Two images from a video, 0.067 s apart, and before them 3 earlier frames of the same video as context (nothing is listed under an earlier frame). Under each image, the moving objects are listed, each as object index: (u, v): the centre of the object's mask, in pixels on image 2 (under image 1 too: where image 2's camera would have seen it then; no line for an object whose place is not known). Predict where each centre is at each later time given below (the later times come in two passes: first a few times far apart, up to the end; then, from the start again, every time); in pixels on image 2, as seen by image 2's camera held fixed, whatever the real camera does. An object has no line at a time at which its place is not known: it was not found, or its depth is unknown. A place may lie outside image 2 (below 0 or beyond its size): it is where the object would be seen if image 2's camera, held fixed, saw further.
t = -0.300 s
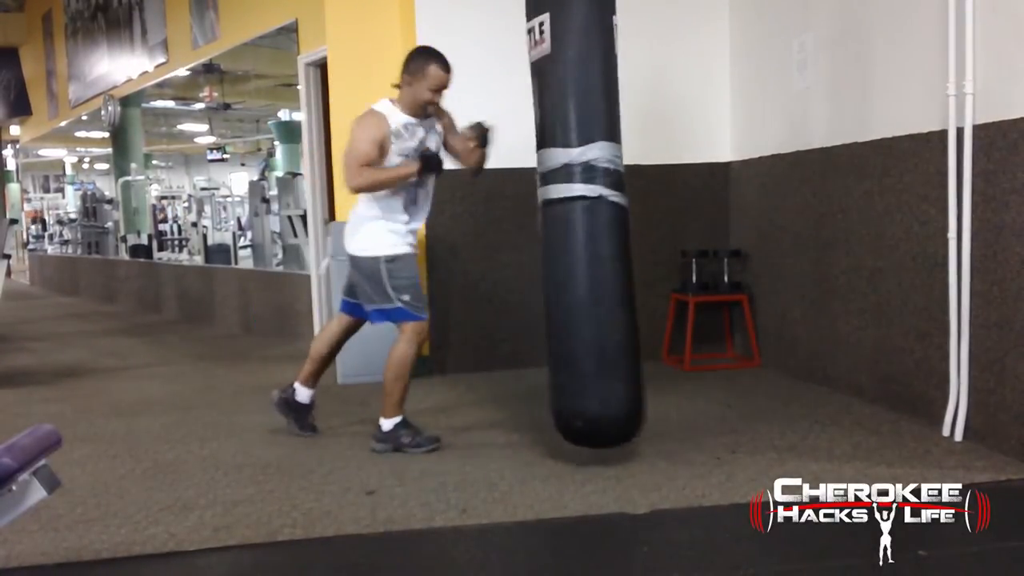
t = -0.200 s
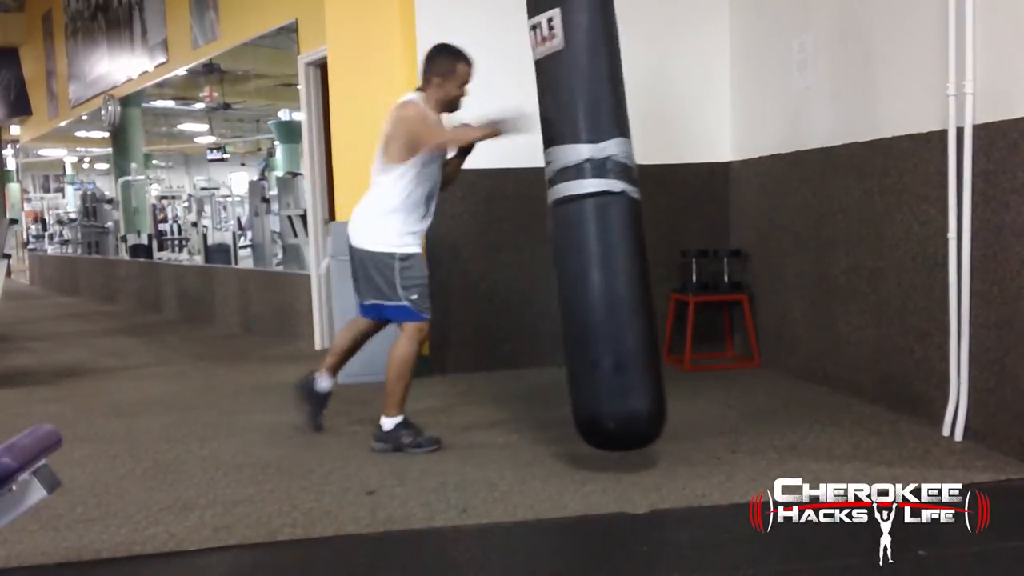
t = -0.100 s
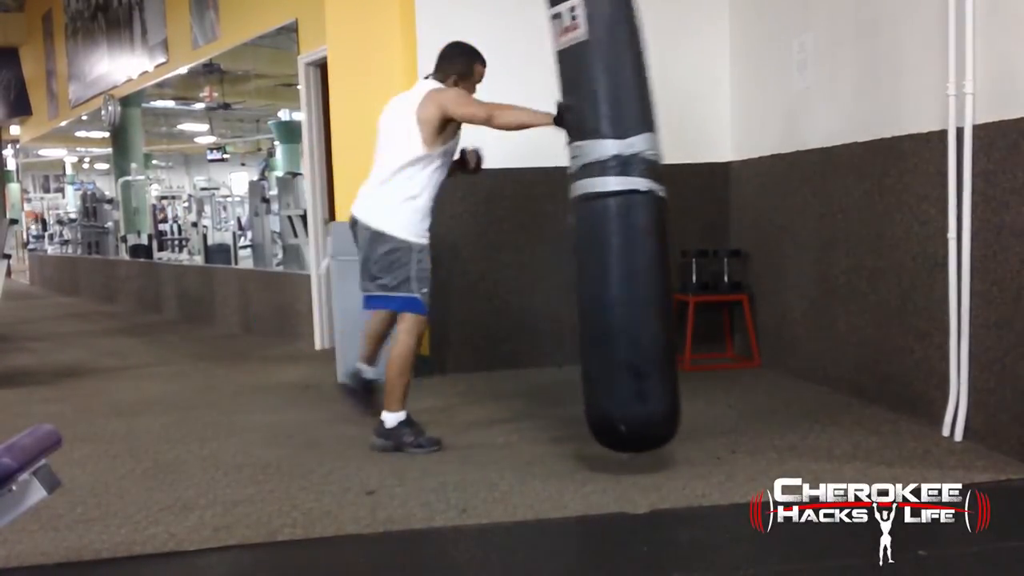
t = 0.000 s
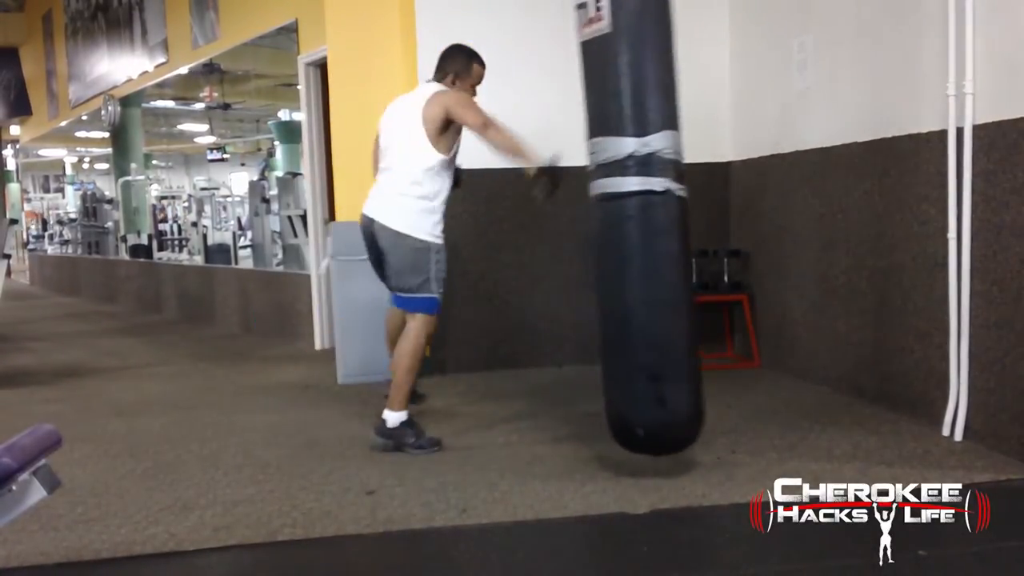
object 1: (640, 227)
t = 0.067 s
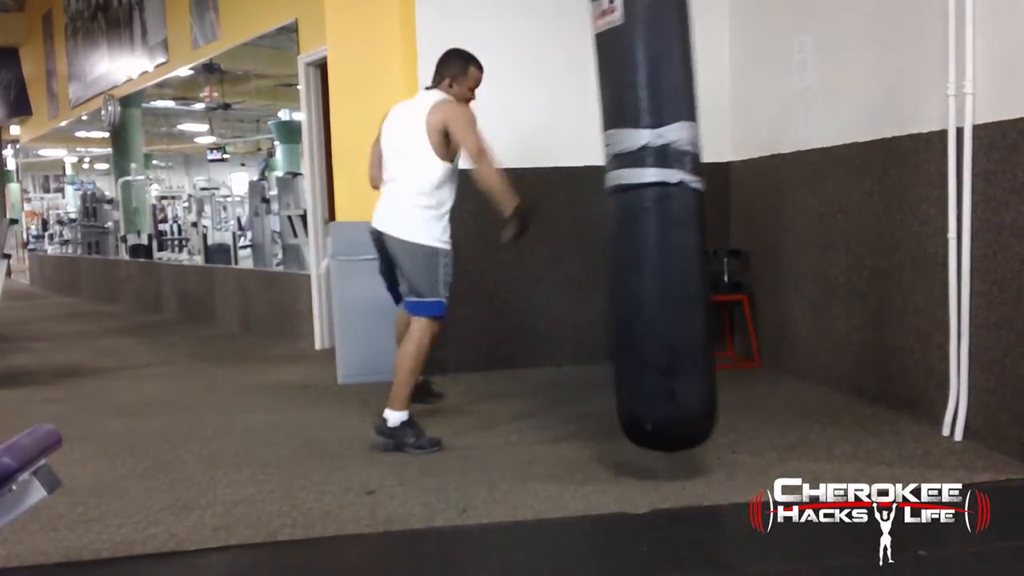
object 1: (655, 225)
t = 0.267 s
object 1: (693, 227)
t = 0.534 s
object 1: (718, 223)
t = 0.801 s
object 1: (711, 223)
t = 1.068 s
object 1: (669, 227)
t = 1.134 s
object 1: (654, 226)
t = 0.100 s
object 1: (662, 225)
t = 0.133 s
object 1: (669, 225)
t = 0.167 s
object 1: (676, 226)
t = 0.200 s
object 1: (683, 226)
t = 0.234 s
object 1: (688, 227)
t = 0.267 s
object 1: (693, 227)
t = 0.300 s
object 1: (697, 226)
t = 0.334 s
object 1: (702, 227)
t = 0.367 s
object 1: (706, 226)
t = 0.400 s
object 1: (710, 224)
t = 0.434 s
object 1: (713, 223)
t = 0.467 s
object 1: (715, 223)
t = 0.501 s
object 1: (717, 223)
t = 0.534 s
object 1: (718, 223)
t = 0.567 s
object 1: (719, 224)
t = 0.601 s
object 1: (720, 225)
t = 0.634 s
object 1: (720, 225)
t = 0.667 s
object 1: (719, 226)
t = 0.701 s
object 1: (718, 225)
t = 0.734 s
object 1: (716, 224)
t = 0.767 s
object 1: (713, 225)
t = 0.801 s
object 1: (711, 223)
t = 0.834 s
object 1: (707, 223)
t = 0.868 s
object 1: (703, 223)
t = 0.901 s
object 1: (699, 223)
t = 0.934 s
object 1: (694, 225)
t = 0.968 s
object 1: (688, 226)
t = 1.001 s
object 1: (682, 227)
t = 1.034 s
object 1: (676, 228)
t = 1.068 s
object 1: (669, 227)
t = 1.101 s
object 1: (662, 227)
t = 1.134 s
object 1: (654, 226)
